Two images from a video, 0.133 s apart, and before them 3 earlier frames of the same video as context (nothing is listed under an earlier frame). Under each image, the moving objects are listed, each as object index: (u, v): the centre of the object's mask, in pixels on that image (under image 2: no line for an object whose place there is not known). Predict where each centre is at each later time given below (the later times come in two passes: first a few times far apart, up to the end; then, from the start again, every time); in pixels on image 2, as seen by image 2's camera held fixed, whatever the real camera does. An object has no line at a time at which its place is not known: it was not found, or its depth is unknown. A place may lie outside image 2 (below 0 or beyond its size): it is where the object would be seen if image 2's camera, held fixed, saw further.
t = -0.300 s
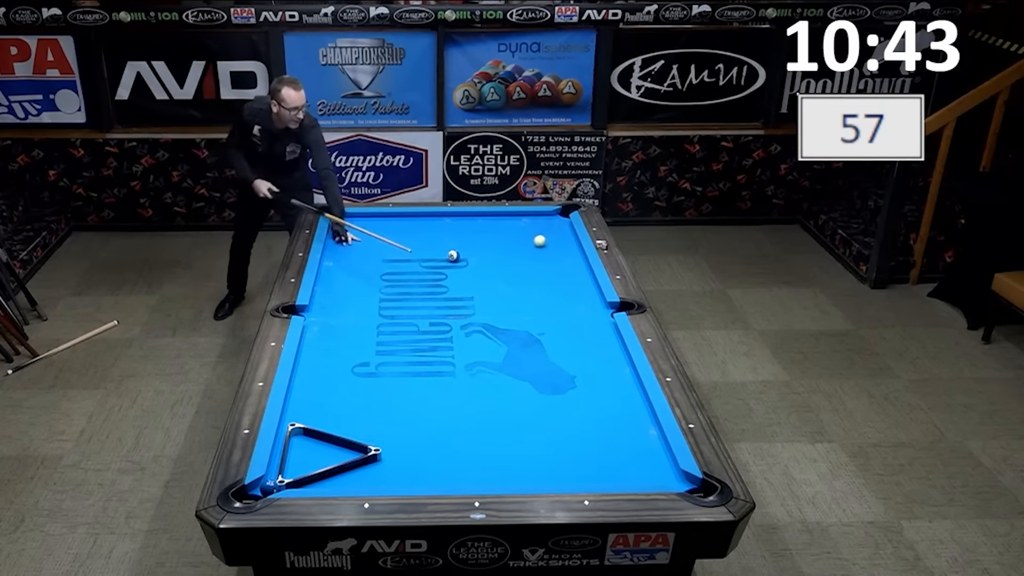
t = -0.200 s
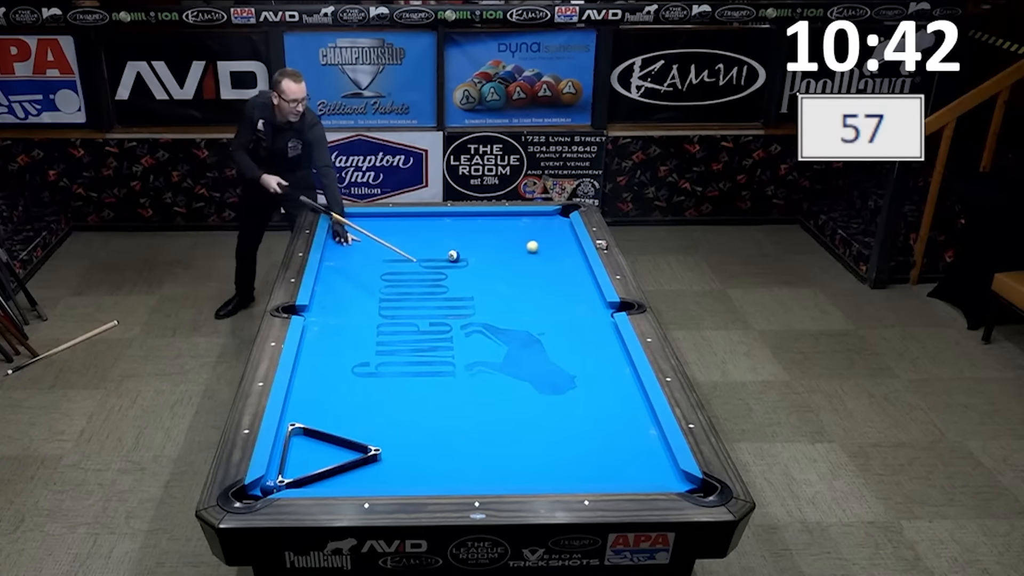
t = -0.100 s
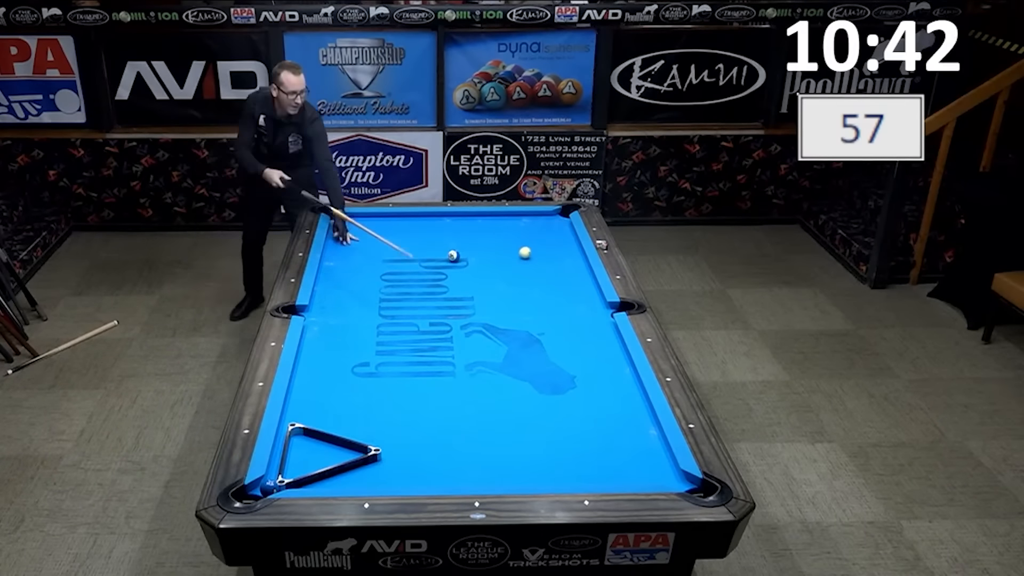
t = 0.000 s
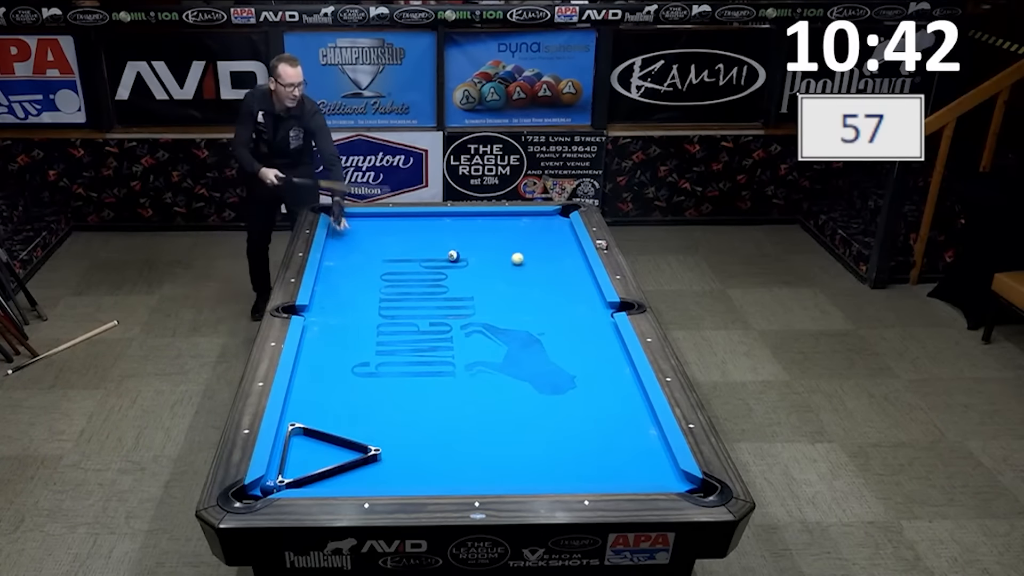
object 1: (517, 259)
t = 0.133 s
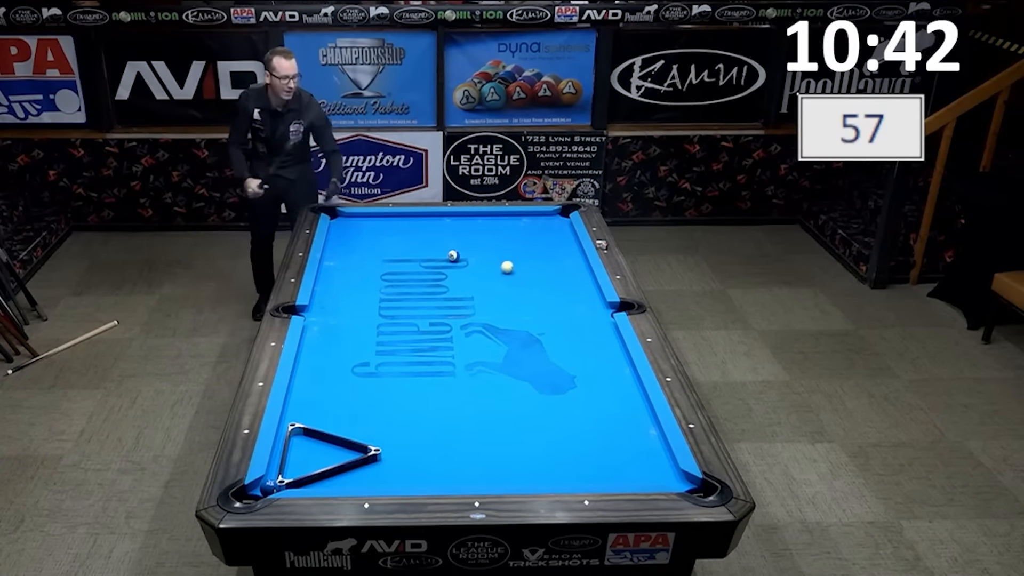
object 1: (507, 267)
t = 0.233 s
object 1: (499, 274)
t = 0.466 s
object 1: (480, 289)
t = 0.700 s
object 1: (459, 306)
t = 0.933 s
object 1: (437, 323)
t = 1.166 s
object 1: (413, 343)
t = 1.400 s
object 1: (390, 361)
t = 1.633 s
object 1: (365, 381)
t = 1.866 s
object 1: (338, 403)
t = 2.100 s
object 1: (312, 422)
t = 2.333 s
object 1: (307, 424)
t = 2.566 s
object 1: (305, 424)
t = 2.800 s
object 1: (305, 424)
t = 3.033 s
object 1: (304, 424)
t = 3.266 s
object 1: (305, 424)
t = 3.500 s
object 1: (304, 424)
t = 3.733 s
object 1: (304, 424)
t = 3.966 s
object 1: (304, 424)
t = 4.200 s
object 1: (304, 424)
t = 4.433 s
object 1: (304, 424)
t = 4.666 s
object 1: (305, 424)
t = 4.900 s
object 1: (304, 424)
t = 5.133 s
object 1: (305, 424)
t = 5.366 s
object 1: (305, 424)
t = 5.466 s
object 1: (304, 424)
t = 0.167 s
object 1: (504, 269)
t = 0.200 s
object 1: (501, 272)
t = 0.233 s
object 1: (499, 274)
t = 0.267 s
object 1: (496, 276)
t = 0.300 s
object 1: (493, 278)
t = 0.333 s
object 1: (491, 280)
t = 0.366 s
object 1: (486, 284)
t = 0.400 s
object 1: (485, 285)
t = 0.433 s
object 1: (482, 287)
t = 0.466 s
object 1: (480, 289)
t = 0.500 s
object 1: (477, 291)
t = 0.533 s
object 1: (474, 294)
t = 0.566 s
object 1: (471, 296)
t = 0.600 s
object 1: (468, 299)
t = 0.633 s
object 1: (465, 301)
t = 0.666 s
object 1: (462, 303)
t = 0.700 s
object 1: (459, 306)
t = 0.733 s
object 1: (456, 308)
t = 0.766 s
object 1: (451, 312)
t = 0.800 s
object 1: (450, 313)
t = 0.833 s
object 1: (447, 315)
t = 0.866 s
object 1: (443, 318)
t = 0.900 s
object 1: (440, 320)
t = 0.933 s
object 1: (437, 323)
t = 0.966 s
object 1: (434, 325)
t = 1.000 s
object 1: (431, 328)
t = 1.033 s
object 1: (427, 331)
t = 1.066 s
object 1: (424, 333)
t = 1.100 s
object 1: (421, 336)
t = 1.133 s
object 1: (418, 339)
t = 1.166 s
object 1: (413, 343)
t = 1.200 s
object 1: (411, 344)
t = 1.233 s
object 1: (407, 347)
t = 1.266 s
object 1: (404, 350)
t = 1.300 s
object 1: (400, 352)
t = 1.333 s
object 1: (397, 355)
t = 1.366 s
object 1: (394, 358)
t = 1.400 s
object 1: (390, 361)
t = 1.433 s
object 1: (387, 363)
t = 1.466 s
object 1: (383, 366)
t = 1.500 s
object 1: (379, 369)
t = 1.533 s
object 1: (376, 372)
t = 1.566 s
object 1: (372, 375)
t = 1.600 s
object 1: (369, 378)
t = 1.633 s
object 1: (365, 381)
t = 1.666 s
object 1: (361, 384)
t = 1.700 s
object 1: (357, 387)
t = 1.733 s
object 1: (354, 390)
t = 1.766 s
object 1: (350, 394)
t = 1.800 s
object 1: (346, 397)
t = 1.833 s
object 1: (342, 400)
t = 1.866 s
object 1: (338, 403)
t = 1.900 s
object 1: (334, 406)
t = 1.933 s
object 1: (330, 410)
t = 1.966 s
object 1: (326, 413)
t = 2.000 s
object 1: (322, 416)
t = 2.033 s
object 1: (318, 419)
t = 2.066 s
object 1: (314, 421)
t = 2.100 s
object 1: (312, 422)
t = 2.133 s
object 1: (311, 423)
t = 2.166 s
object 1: (310, 424)
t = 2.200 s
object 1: (309, 424)
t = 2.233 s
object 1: (308, 424)
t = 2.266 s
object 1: (308, 424)
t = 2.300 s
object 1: (307, 424)
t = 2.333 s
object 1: (307, 424)
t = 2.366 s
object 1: (306, 424)
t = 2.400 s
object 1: (306, 424)
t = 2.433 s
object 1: (306, 424)
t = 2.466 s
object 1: (306, 424)
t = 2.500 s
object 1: (306, 424)
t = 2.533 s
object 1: (305, 424)
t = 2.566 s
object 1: (305, 424)
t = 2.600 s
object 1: (305, 424)
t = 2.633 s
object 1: (305, 424)
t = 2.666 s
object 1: (305, 424)
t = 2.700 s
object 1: (305, 424)
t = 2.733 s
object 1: (304, 424)
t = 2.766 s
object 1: (305, 424)
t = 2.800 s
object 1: (305, 424)
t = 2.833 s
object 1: (305, 424)
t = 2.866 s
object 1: (305, 424)
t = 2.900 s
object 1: (305, 424)
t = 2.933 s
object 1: (305, 424)
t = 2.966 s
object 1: (304, 424)
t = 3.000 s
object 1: (304, 424)
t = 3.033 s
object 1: (304, 424)
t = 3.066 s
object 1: (305, 424)
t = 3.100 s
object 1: (305, 424)
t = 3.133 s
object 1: (305, 424)
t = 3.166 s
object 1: (305, 424)
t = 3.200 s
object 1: (305, 424)
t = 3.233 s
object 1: (304, 424)
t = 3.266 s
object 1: (305, 424)
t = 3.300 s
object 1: (305, 424)
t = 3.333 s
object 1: (305, 424)
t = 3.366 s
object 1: (305, 424)
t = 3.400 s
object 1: (305, 424)
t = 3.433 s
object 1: (304, 424)
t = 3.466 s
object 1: (304, 424)
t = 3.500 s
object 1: (304, 424)
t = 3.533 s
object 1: (304, 424)
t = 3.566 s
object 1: (304, 424)
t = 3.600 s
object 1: (304, 424)
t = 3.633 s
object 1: (304, 424)
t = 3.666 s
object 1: (304, 424)
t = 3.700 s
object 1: (304, 424)
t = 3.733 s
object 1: (304, 424)
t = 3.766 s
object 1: (304, 424)
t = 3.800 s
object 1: (304, 424)
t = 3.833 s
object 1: (304, 424)
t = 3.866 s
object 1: (305, 424)
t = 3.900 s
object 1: (304, 424)
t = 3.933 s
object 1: (305, 424)
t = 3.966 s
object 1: (304, 424)
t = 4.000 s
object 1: (304, 424)
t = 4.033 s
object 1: (305, 424)
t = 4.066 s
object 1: (305, 424)
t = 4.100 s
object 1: (304, 424)
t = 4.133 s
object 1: (304, 424)
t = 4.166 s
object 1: (304, 424)
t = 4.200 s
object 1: (304, 424)
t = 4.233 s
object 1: (305, 424)
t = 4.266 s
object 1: (304, 424)
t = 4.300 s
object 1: (305, 424)
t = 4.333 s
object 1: (304, 424)
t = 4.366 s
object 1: (304, 424)
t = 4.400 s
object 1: (304, 424)
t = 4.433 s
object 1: (304, 424)
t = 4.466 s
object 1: (304, 424)
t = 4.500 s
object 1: (304, 424)
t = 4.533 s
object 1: (304, 424)
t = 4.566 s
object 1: (304, 424)
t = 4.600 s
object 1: (305, 424)
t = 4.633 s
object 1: (305, 424)
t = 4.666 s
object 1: (305, 424)
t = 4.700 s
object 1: (305, 424)
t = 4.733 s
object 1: (304, 424)
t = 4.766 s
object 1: (305, 424)
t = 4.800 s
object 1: (304, 424)
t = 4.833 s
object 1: (304, 424)
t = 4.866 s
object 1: (304, 424)
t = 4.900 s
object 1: (304, 424)
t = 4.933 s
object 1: (304, 424)
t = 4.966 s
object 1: (305, 424)
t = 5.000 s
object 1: (305, 424)
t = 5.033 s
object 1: (305, 424)
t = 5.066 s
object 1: (305, 424)
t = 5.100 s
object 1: (305, 424)
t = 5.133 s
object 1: (305, 424)
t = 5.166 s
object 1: (305, 424)
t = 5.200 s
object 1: (305, 424)
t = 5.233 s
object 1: (305, 424)
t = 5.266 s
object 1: (305, 424)
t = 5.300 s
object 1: (305, 424)
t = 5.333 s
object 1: (305, 424)
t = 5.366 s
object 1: (305, 424)
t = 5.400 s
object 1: (305, 424)
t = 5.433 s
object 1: (304, 424)
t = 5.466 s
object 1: (304, 424)
